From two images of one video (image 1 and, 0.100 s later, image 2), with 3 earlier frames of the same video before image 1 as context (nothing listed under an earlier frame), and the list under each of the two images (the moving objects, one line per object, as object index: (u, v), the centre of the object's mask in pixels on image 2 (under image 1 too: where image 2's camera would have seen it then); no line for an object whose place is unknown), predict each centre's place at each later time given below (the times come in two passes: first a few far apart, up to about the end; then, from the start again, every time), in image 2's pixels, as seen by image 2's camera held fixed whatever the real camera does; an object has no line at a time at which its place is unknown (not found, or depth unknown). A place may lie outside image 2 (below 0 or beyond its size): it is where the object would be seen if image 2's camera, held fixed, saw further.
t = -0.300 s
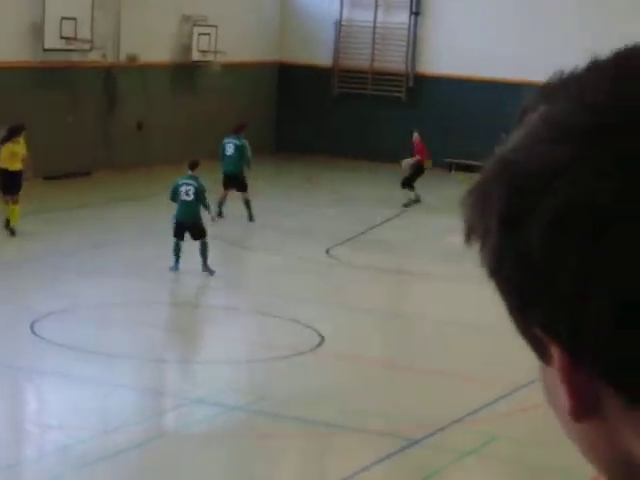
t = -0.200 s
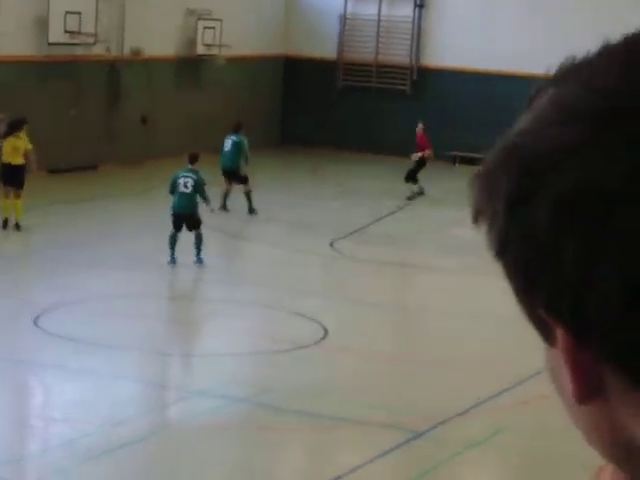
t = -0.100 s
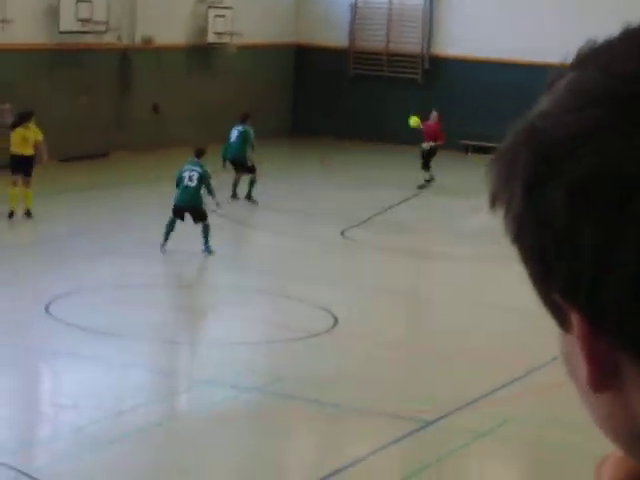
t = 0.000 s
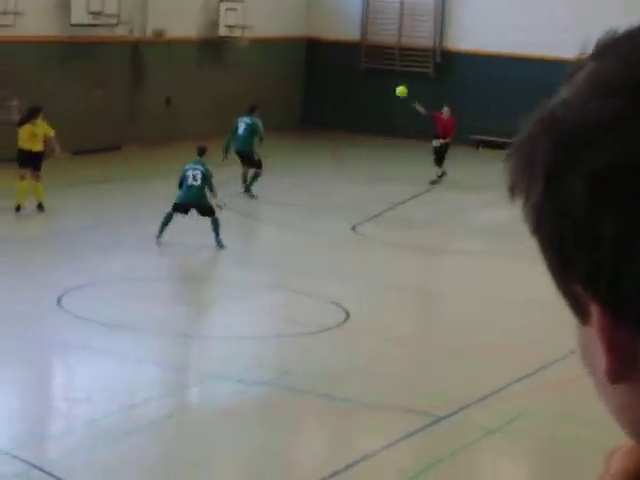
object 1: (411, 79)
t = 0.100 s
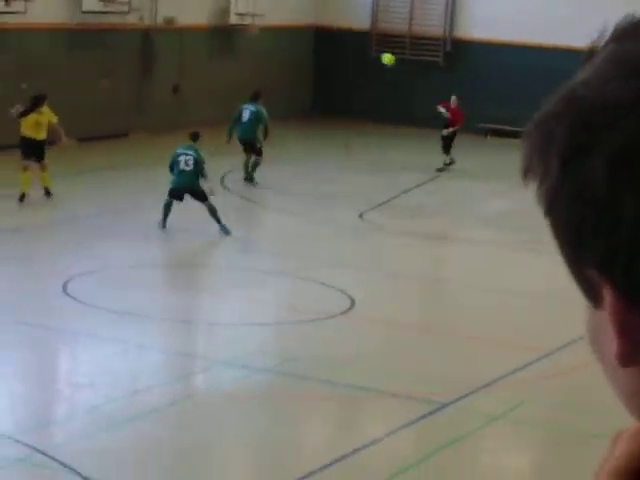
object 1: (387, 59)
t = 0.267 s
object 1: (347, 33)
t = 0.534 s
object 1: (271, 19)
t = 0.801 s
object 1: (183, 44)
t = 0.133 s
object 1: (380, 53)
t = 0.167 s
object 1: (372, 47)
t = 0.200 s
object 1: (363, 42)
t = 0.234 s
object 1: (355, 37)
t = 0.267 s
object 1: (347, 33)
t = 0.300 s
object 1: (338, 30)
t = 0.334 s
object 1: (329, 26)
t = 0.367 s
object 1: (319, 24)
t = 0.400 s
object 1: (311, 21)
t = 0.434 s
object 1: (302, 19)
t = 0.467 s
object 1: (291, 17)
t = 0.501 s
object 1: (281, 17)
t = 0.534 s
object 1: (271, 19)
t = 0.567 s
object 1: (261, 20)
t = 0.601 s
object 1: (250, 22)
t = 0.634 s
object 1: (240, 23)
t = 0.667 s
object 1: (228, 26)
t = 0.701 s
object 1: (218, 29)
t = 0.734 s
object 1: (207, 34)
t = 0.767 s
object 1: (195, 39)
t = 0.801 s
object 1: (183, 44)
